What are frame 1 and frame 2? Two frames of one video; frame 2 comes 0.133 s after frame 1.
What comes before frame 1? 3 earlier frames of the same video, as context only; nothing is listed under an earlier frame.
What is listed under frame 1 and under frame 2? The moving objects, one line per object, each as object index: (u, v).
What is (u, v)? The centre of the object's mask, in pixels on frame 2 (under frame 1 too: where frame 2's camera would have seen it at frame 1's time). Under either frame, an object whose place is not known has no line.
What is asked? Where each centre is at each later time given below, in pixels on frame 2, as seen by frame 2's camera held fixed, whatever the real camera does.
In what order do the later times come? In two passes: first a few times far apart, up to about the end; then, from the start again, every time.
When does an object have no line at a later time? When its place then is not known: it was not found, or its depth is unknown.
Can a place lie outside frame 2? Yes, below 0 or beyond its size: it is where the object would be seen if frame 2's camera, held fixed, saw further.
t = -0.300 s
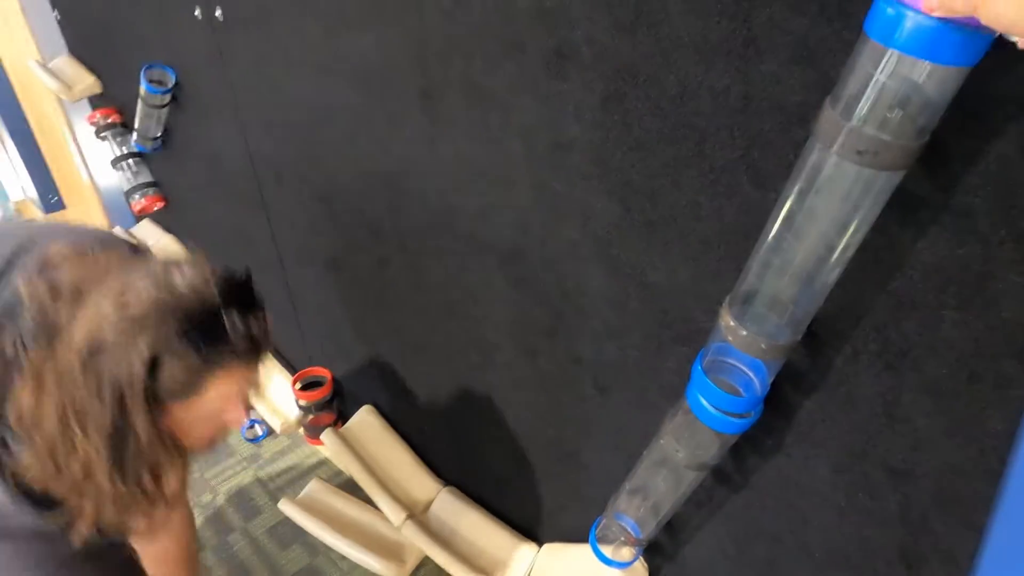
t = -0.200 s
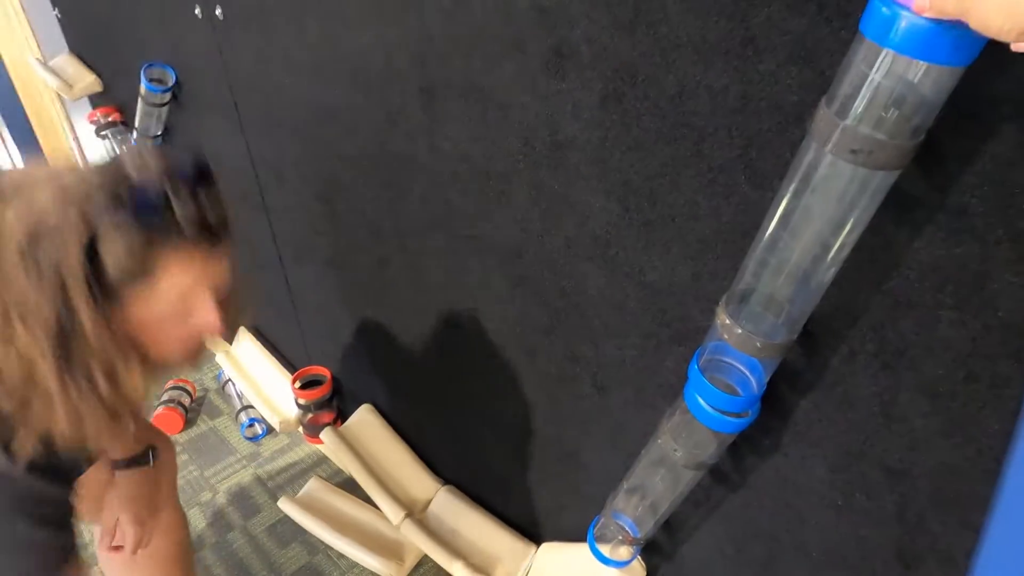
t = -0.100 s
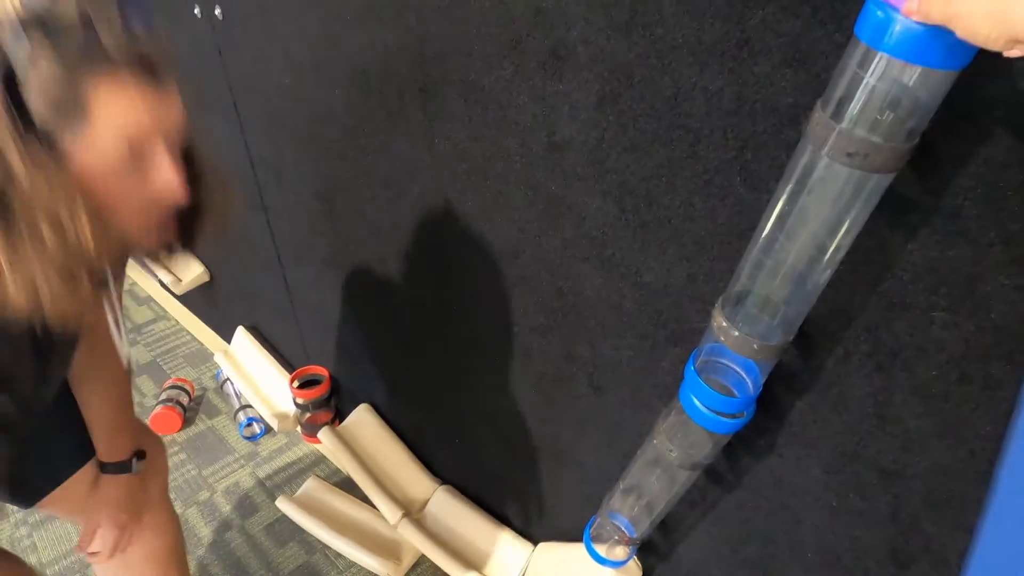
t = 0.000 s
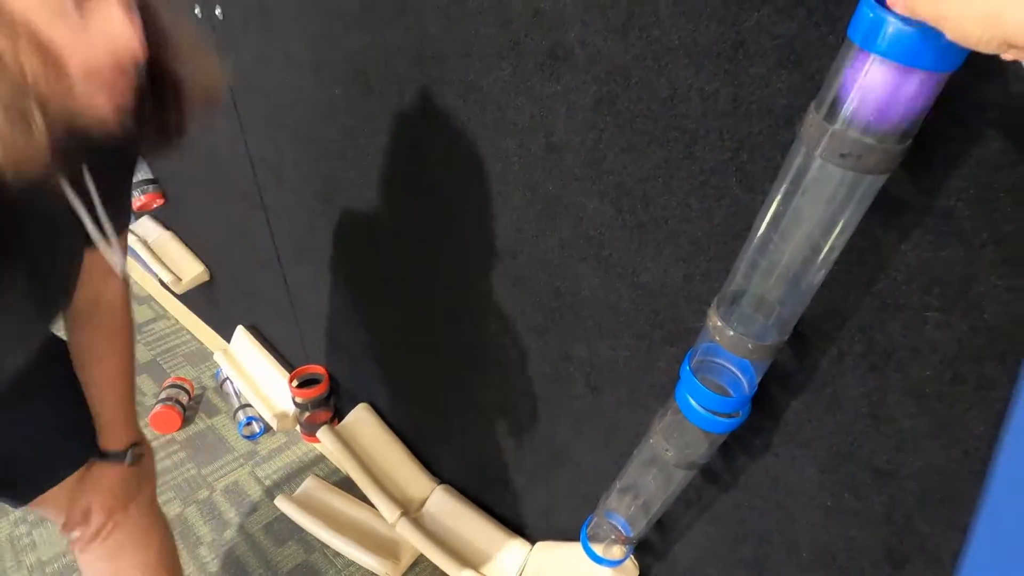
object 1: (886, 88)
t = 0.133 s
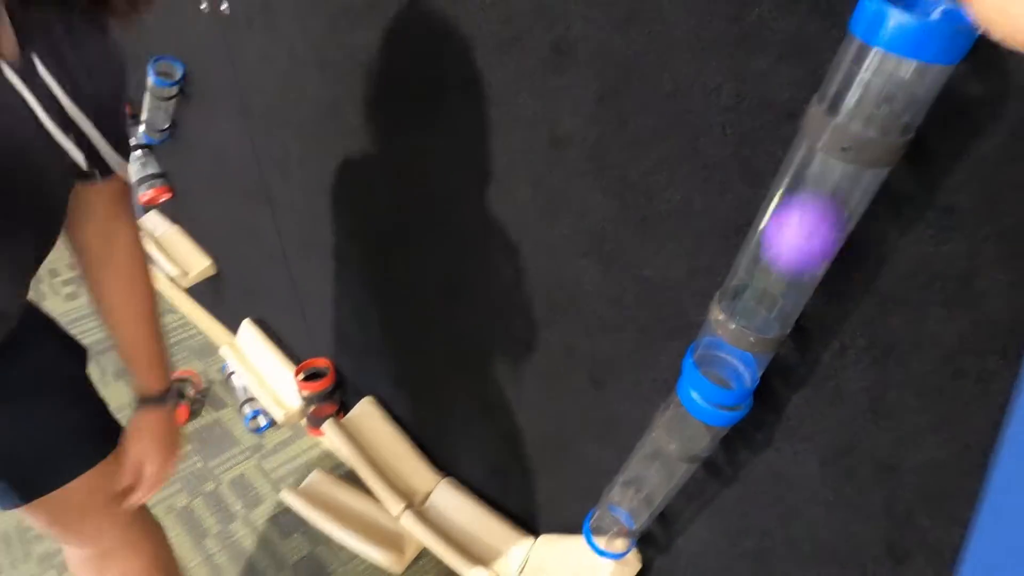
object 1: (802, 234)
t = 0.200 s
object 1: (758, 309)
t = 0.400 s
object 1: (630, 508)
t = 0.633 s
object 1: (606, 535)
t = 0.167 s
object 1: (778, 276)
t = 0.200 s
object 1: (758, 309)
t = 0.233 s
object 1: (729, 363)
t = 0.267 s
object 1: (721, 375)
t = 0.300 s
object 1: (687, 428)
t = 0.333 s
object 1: (660, 467)
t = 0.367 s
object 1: (643, 488)
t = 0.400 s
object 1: (630, 508)
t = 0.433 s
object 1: (608, 535)
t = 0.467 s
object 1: (607, 535)
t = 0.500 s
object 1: (607, 535)
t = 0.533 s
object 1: (605, 534)
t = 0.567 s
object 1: (605, 534)
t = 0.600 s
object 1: (606, 534)
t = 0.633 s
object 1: (606, 535)
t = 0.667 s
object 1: (606, 535)
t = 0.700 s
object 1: (605, 535)
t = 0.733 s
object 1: (605, 534)
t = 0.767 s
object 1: (605, 534)
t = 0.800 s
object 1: (605, 534)
